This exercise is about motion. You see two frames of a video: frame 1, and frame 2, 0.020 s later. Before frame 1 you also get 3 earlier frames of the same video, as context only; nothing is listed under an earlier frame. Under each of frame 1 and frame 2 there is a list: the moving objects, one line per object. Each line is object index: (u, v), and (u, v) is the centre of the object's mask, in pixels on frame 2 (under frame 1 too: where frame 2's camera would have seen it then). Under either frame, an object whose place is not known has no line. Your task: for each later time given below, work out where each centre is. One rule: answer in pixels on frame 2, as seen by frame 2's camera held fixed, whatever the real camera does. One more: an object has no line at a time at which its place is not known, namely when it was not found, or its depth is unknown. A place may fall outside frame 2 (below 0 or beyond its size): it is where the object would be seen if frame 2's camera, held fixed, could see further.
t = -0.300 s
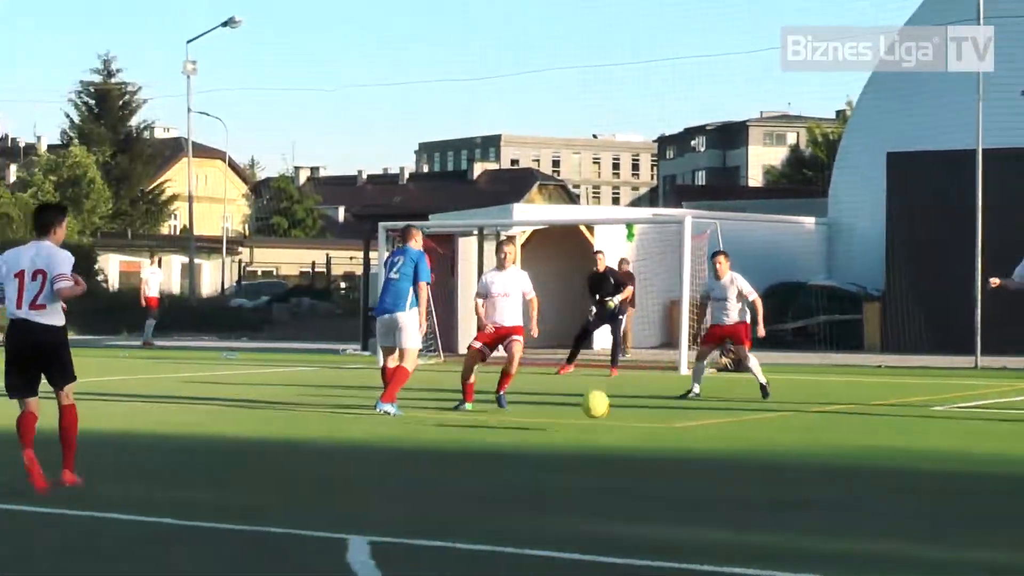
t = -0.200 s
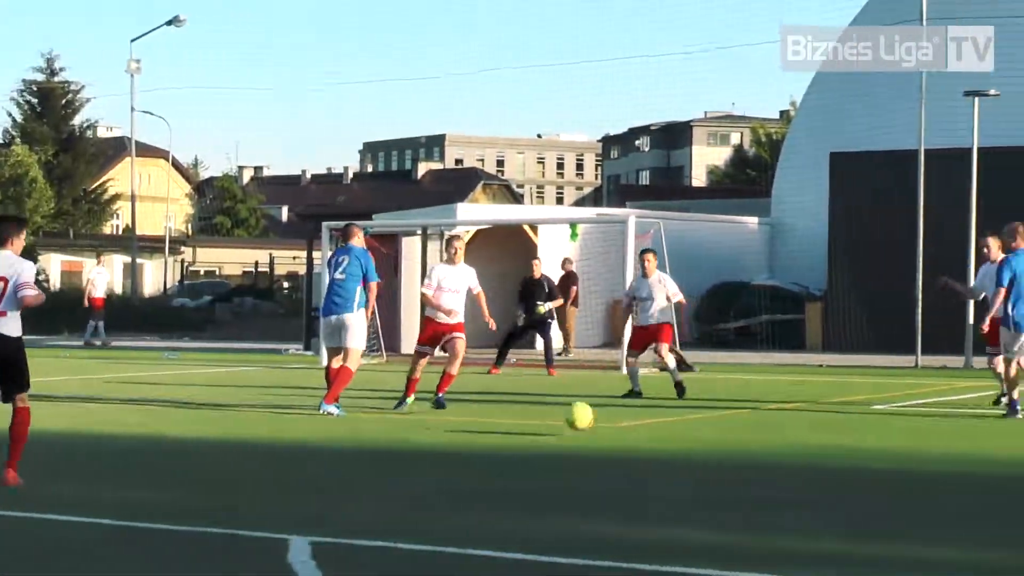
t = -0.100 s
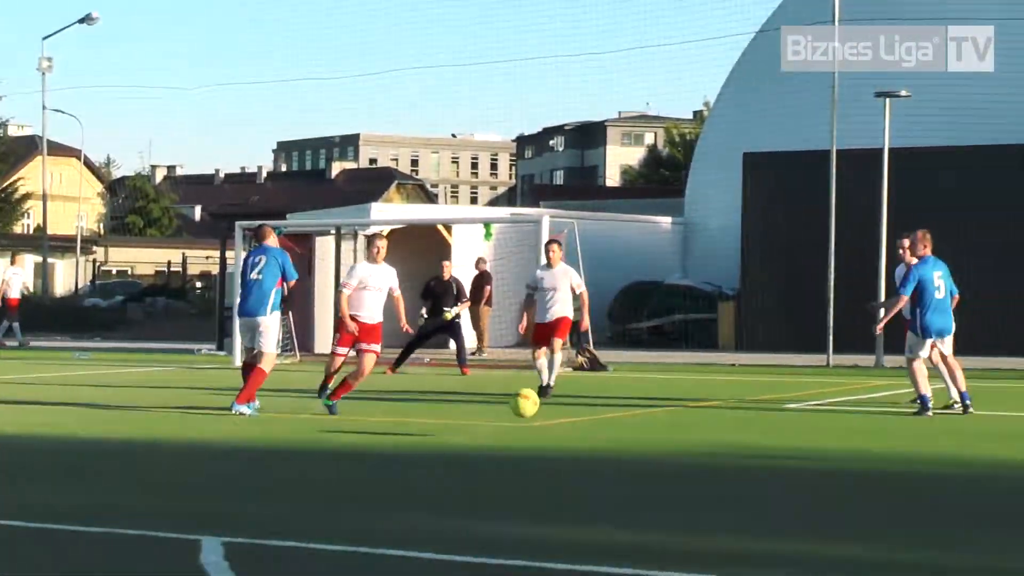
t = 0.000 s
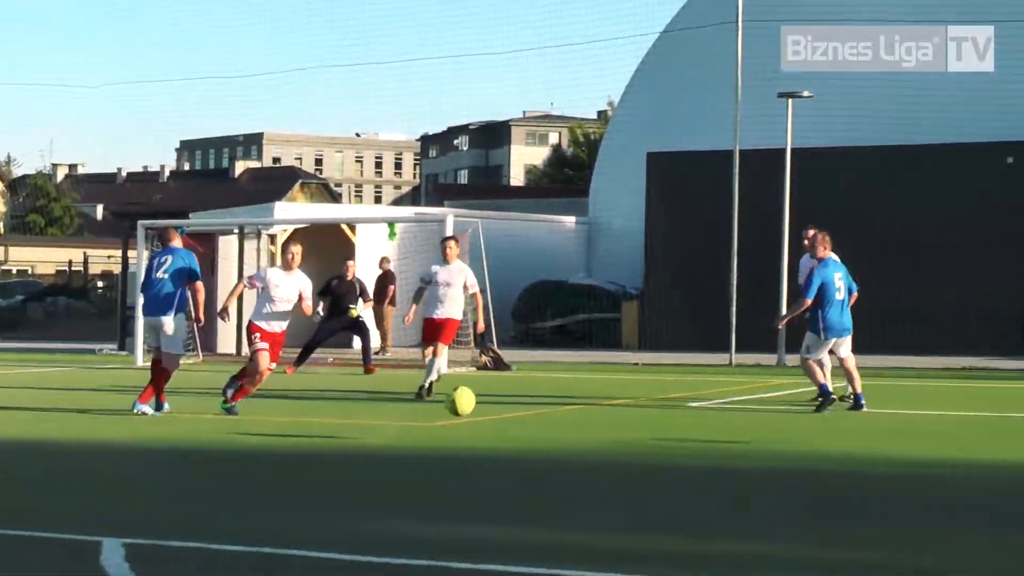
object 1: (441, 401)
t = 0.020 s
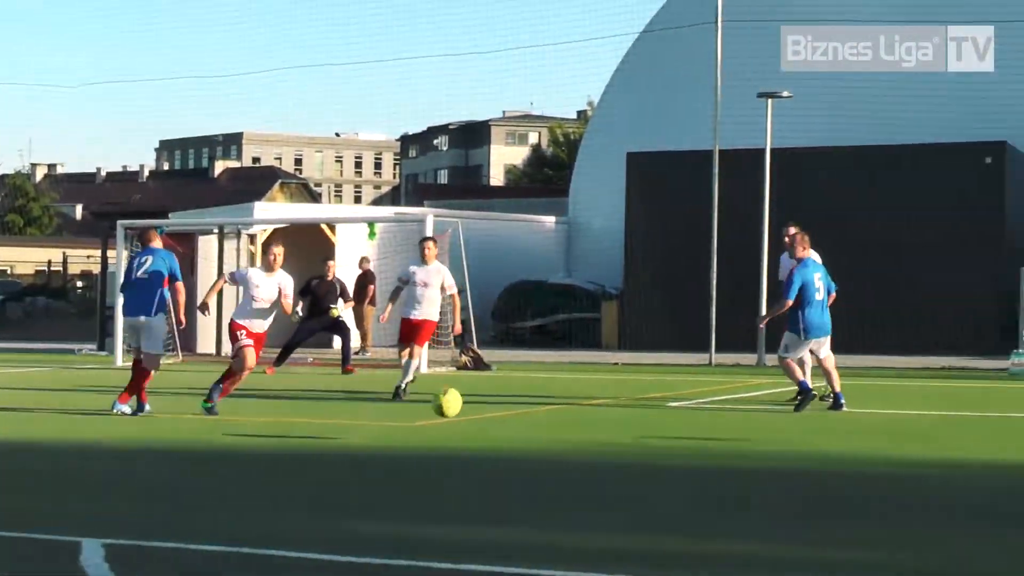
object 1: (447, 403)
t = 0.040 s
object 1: (454, 405)
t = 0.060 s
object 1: (460, 408)
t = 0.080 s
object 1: (465, 411)
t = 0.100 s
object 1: (470, 415)
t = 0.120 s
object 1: (476, 419)
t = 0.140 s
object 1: (481, 424)
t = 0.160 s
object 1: (486, 429)
